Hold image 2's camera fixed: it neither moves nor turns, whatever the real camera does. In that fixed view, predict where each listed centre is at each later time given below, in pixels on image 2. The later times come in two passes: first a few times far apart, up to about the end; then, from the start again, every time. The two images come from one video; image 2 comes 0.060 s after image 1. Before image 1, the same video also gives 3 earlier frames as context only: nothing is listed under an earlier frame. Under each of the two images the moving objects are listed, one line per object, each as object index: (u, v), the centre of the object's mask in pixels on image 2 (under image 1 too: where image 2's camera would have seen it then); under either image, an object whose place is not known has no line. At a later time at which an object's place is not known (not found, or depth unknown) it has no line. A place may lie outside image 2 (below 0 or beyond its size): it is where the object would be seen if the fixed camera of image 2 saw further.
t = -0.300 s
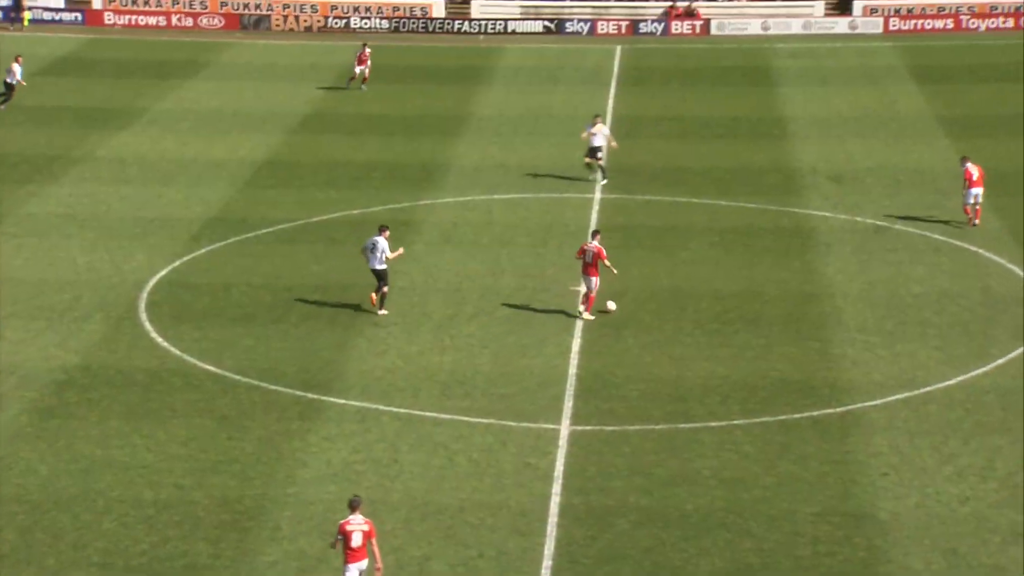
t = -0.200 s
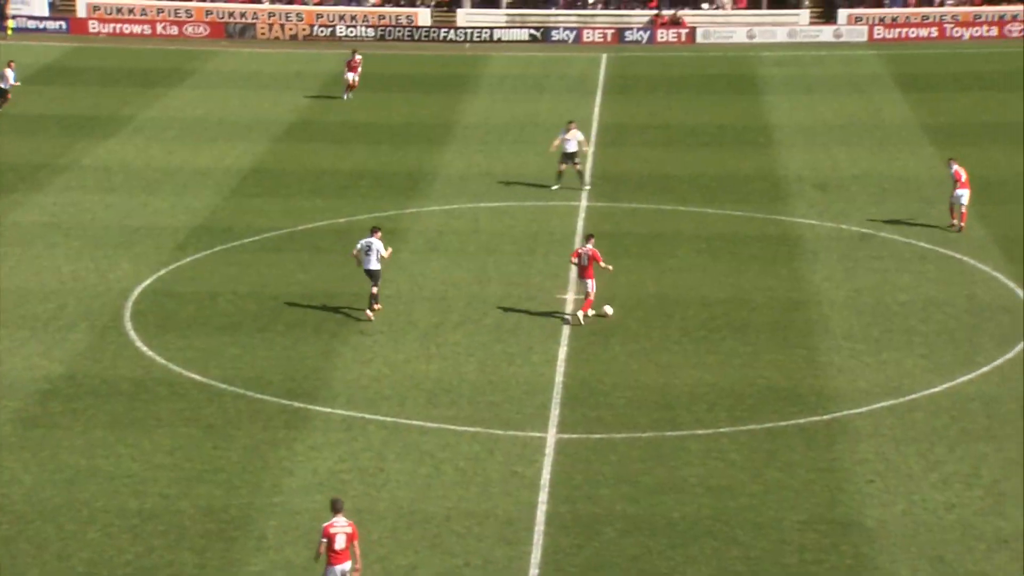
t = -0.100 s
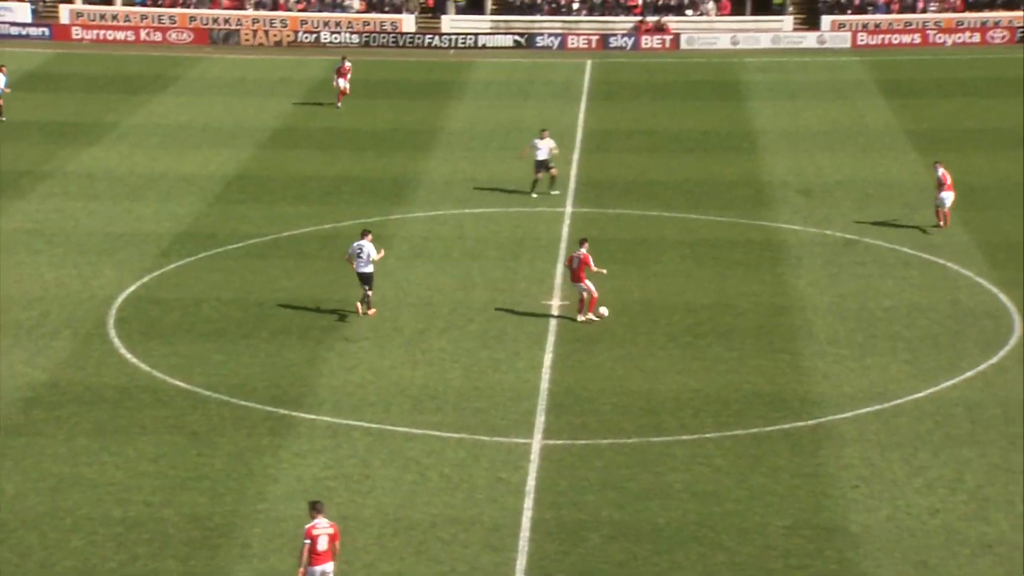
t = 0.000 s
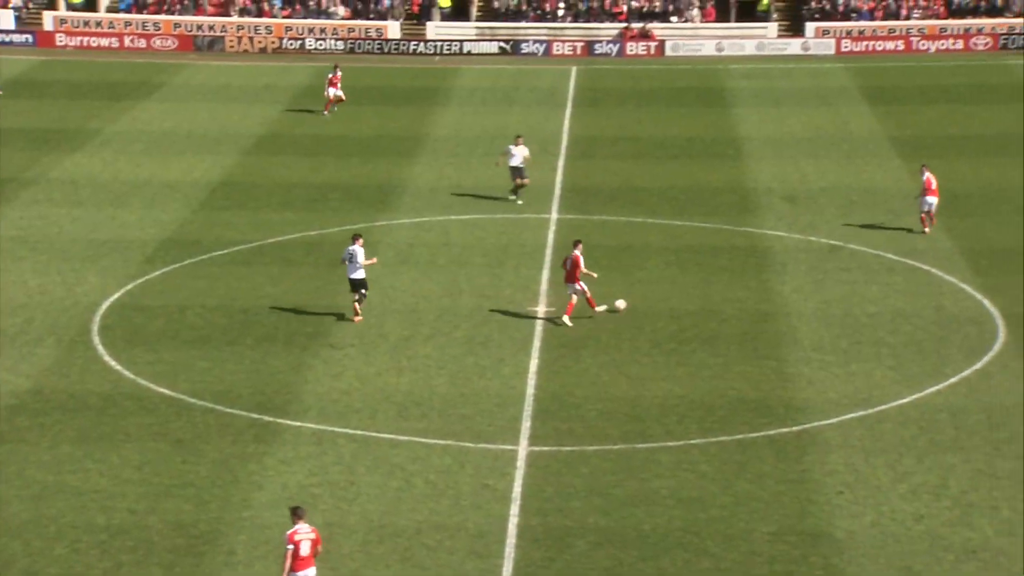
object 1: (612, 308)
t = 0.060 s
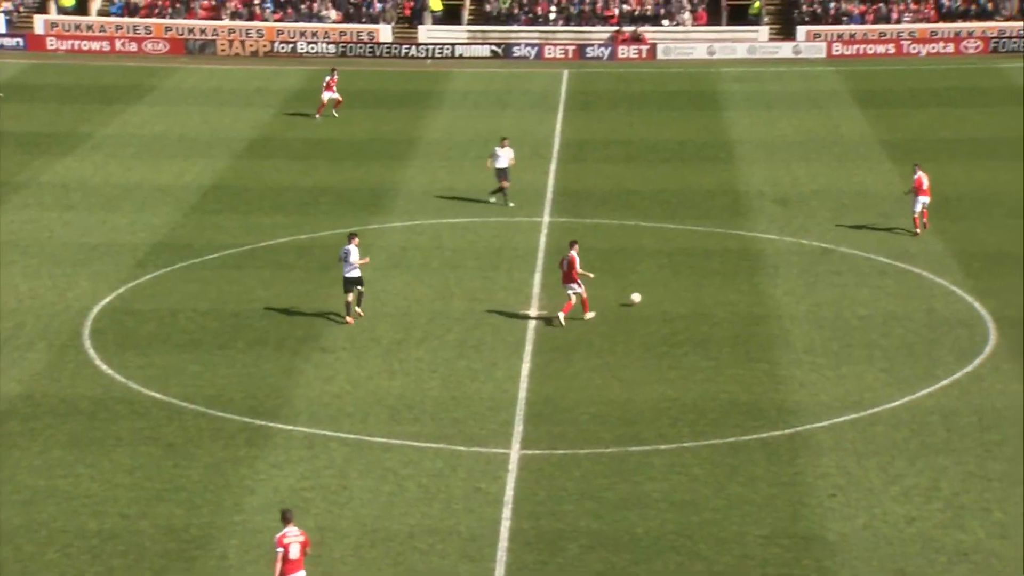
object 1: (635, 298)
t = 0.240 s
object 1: (695, 274)
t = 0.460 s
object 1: (753, 253)
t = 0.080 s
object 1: (643, 295)
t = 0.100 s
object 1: (650, 292)
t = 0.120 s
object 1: (657, 290)
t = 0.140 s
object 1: (664, 288)
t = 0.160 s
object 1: (671, 286)
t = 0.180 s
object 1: (677, 283)
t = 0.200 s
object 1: (683, 280)
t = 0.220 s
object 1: (689, 277)
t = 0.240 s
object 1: (695, 274)
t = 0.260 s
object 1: (702, 272)
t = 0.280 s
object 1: (707, 270)
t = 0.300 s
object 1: (713, 268)
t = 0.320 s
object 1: (718, 266)
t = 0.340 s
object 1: (724, 264)
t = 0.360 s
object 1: (729, 262)
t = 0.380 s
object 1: (734, 259)
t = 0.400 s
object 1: (739, 257)
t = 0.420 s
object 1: (744, 256)
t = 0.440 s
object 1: (749, 254)
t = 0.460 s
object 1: (753, 253)
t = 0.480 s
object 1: (758, 251)
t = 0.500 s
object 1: (762, 249)
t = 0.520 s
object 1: (767, 247)
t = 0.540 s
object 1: (771, 245)
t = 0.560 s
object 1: (776, 244)
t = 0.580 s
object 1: (779, 242)
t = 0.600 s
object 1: (783, 241)
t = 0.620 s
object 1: (787, 239)
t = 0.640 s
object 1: (791, 237)
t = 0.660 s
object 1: (794, 237)
